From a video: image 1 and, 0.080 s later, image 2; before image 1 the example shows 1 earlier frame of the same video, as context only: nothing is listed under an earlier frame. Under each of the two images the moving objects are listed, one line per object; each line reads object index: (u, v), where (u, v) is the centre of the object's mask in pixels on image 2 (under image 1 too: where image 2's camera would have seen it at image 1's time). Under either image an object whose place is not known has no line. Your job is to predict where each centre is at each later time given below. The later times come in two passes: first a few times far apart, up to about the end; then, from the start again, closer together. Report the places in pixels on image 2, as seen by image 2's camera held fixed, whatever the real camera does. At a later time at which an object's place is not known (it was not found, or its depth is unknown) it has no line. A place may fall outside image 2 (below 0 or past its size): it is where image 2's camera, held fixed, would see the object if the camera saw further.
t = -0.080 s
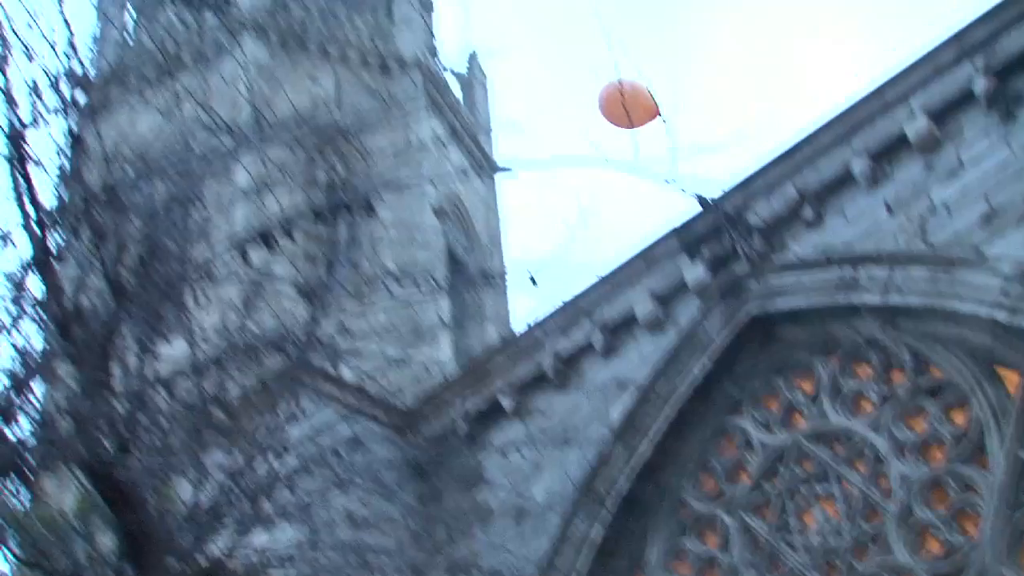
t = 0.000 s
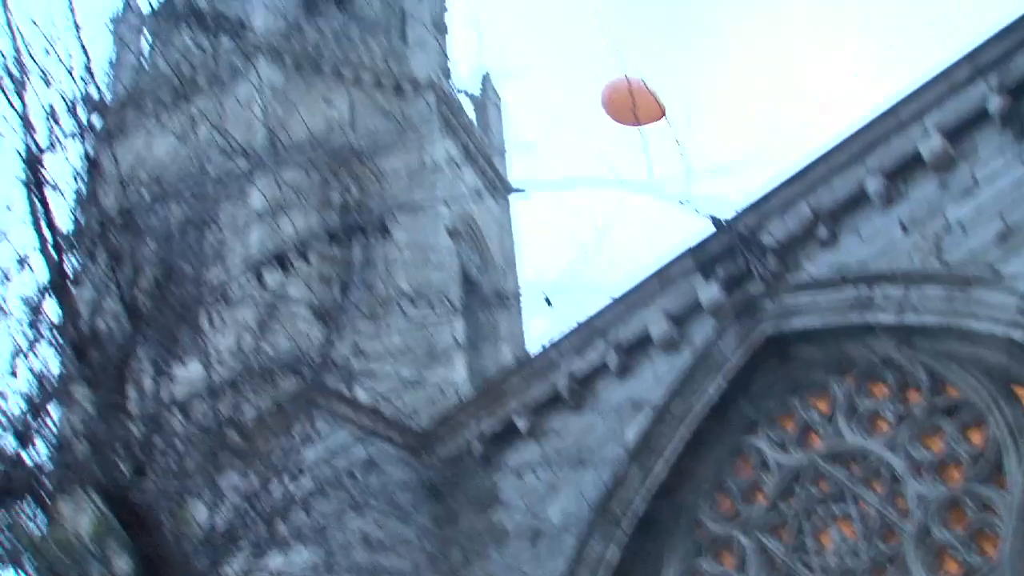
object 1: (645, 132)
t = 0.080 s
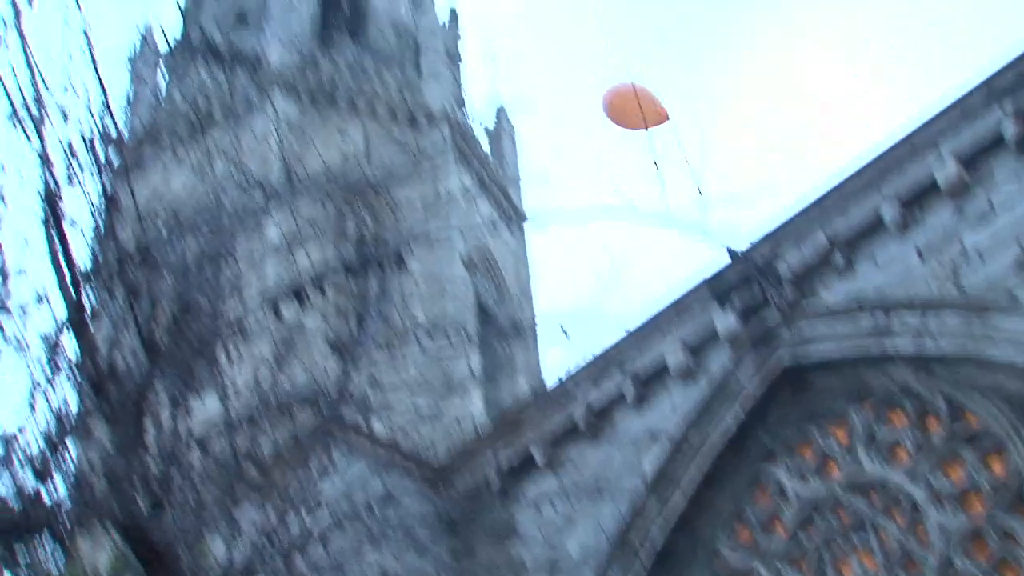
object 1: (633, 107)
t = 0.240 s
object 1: (608, 56)
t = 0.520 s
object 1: (564, -33)
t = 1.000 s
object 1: (436, -168)
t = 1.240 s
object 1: (419, -225)
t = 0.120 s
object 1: (627, 94)
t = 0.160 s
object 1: (620, 82)
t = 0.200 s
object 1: (614, 69)
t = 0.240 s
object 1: (608, 56)
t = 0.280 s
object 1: (602, 44)
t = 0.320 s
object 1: (596, 31)
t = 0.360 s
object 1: (590, 18)
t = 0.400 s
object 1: (584, 5)
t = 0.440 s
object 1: (578, -8)
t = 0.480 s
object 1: (571, -21)
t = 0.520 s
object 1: (564, -33)
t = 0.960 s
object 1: (443, -159)
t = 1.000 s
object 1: (436, -168)
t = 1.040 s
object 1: (429, -178)
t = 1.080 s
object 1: (424, -188)
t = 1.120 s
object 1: (422, -199)
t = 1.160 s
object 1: (420, -209)
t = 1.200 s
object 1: (419, -218)
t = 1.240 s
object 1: (419, -225)
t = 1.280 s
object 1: (420, -231)
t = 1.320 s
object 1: (421, -236)
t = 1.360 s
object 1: (423, -242)
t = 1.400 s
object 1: (426, -248)
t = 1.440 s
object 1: (429, -253)
